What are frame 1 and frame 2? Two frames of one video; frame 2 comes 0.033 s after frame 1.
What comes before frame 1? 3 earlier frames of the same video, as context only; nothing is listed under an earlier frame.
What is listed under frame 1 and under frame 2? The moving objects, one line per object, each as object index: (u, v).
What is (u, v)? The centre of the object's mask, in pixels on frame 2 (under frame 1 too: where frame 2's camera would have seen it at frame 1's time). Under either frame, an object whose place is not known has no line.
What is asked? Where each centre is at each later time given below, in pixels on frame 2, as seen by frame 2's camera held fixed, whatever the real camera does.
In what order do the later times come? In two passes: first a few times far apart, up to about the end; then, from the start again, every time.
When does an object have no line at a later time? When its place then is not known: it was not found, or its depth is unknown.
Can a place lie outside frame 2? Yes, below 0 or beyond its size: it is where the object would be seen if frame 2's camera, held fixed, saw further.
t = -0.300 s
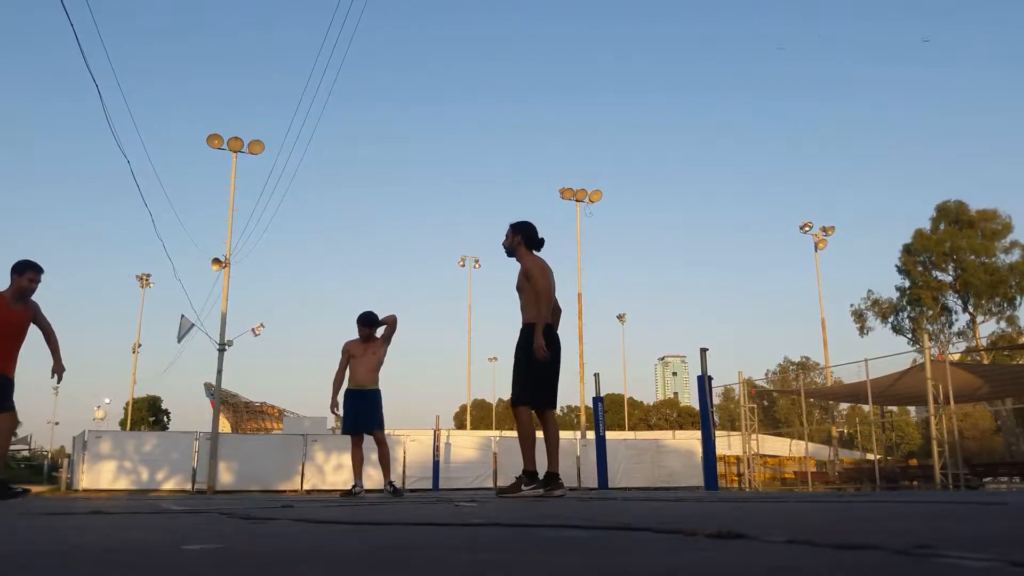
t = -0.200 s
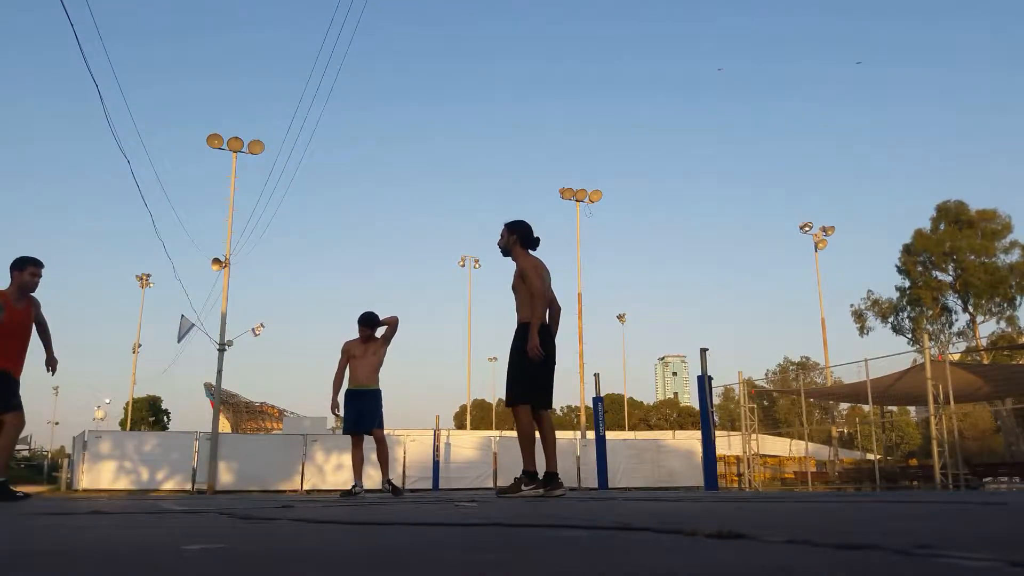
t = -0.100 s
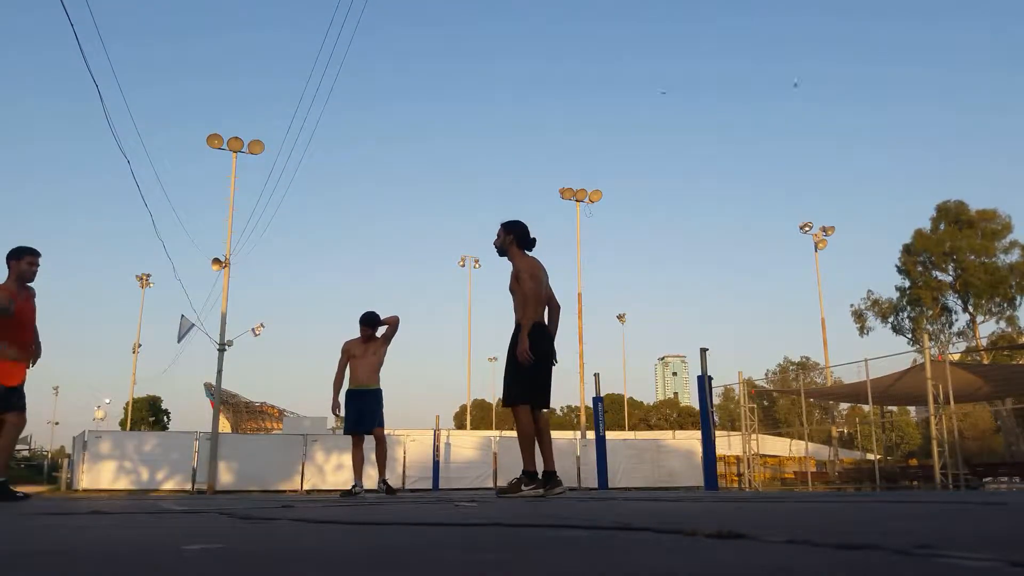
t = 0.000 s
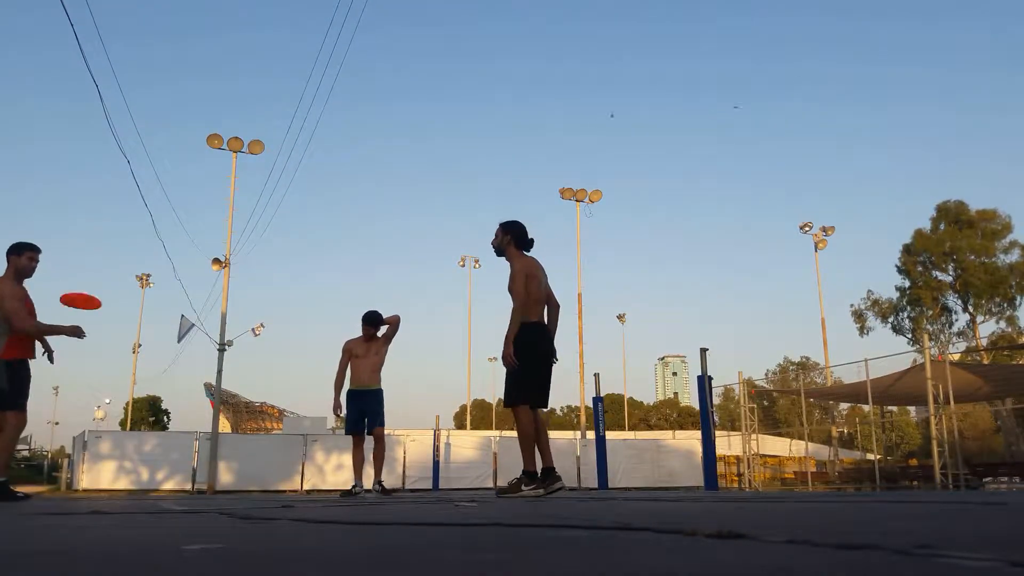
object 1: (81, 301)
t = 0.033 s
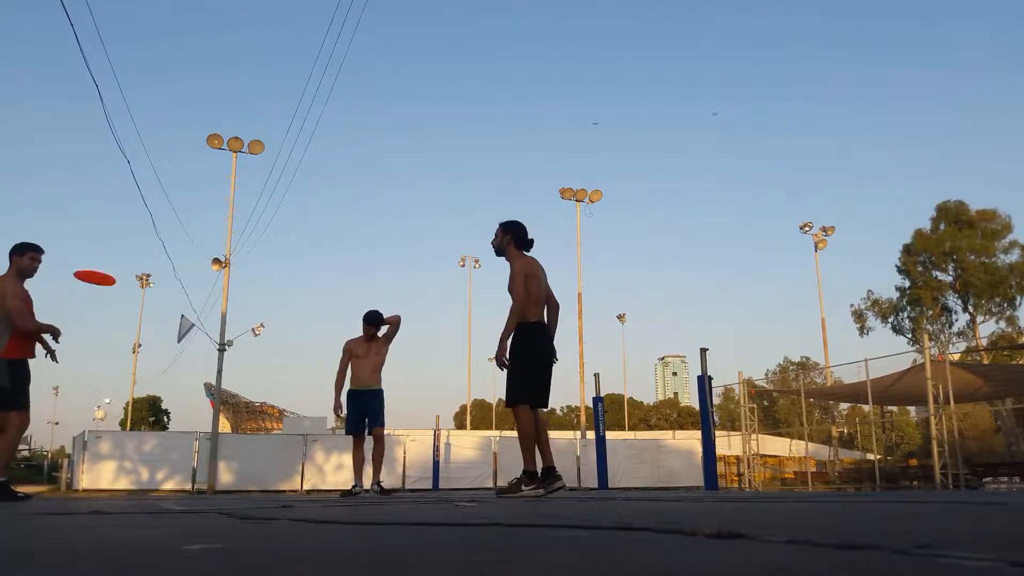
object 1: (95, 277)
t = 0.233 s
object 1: (171, 186)
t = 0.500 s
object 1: (263, 162)
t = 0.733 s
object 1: (345, 207)
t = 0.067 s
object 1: (108, 257)
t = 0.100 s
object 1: (122, 238)
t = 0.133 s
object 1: (134, 222)
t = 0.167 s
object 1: (147, 209)
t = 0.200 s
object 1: (159, 196)
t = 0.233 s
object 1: (171, 186)
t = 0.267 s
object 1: (183, 178)
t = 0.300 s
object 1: (195, 171)
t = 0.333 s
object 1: (206, 166)
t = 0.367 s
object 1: (218, 162)
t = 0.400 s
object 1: (229, 160)
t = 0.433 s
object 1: (241, 160)
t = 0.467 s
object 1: (252, 160)
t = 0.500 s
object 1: (263, 162)
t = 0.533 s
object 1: (275, 165)
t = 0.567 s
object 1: (286, 170)
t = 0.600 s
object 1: (298, 175)
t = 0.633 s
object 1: (309, 182)
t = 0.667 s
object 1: (321, 190)
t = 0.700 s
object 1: (333, 198)
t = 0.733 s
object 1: (345, 207)
